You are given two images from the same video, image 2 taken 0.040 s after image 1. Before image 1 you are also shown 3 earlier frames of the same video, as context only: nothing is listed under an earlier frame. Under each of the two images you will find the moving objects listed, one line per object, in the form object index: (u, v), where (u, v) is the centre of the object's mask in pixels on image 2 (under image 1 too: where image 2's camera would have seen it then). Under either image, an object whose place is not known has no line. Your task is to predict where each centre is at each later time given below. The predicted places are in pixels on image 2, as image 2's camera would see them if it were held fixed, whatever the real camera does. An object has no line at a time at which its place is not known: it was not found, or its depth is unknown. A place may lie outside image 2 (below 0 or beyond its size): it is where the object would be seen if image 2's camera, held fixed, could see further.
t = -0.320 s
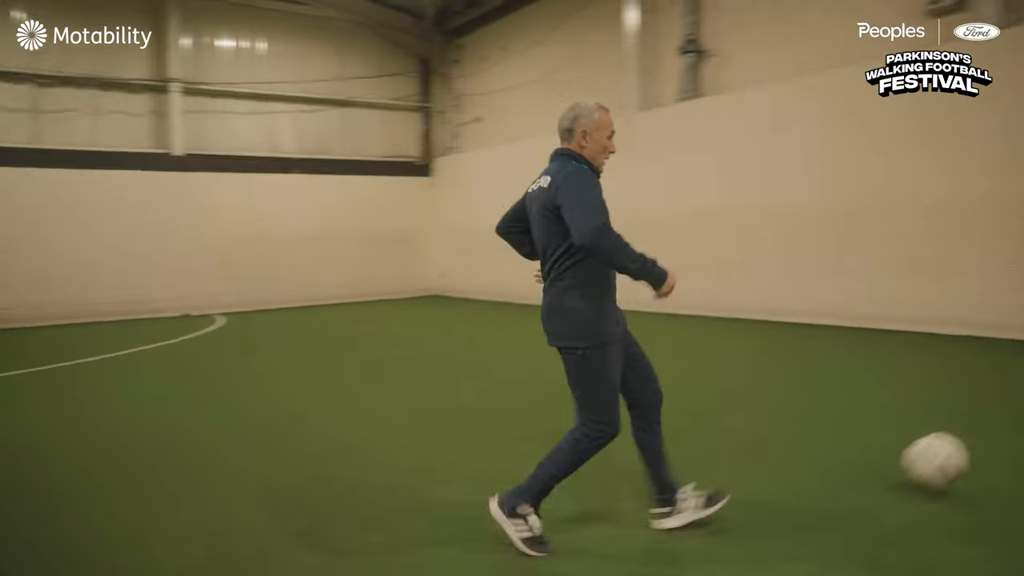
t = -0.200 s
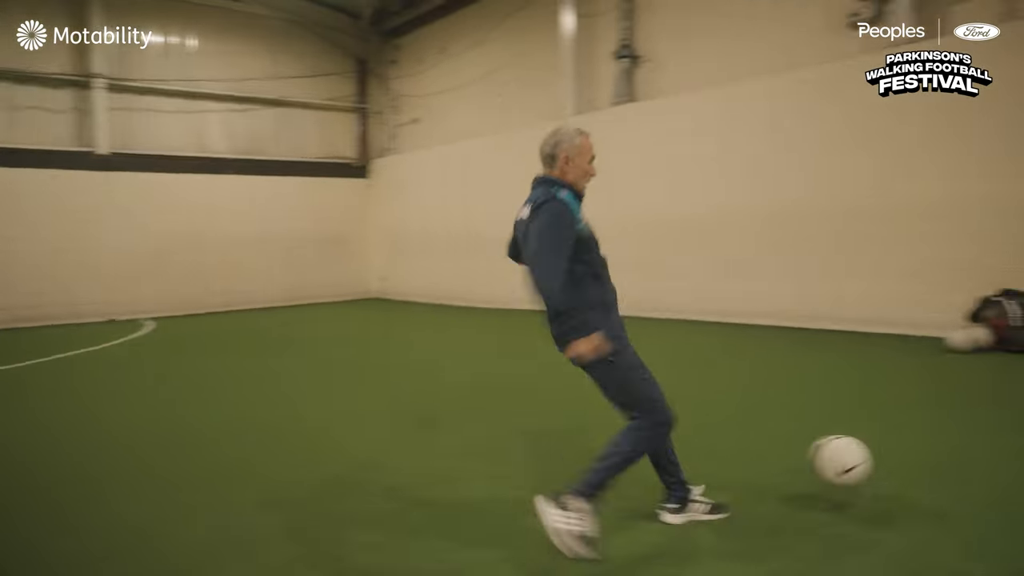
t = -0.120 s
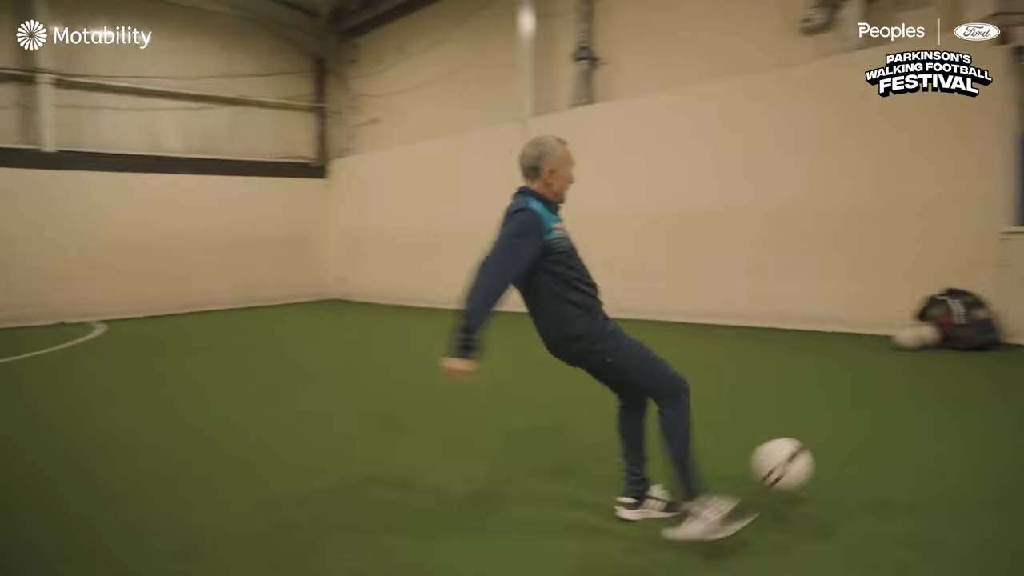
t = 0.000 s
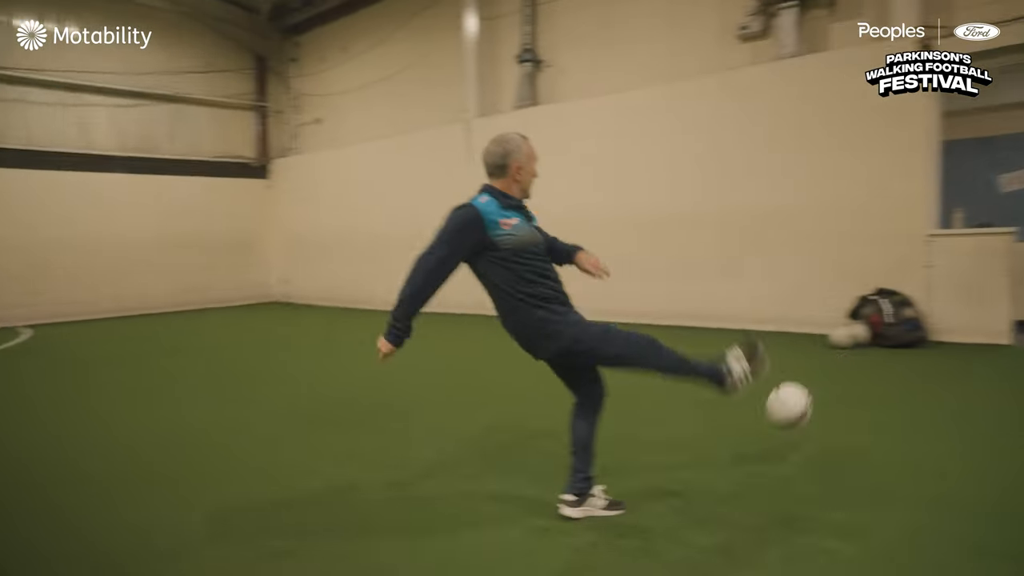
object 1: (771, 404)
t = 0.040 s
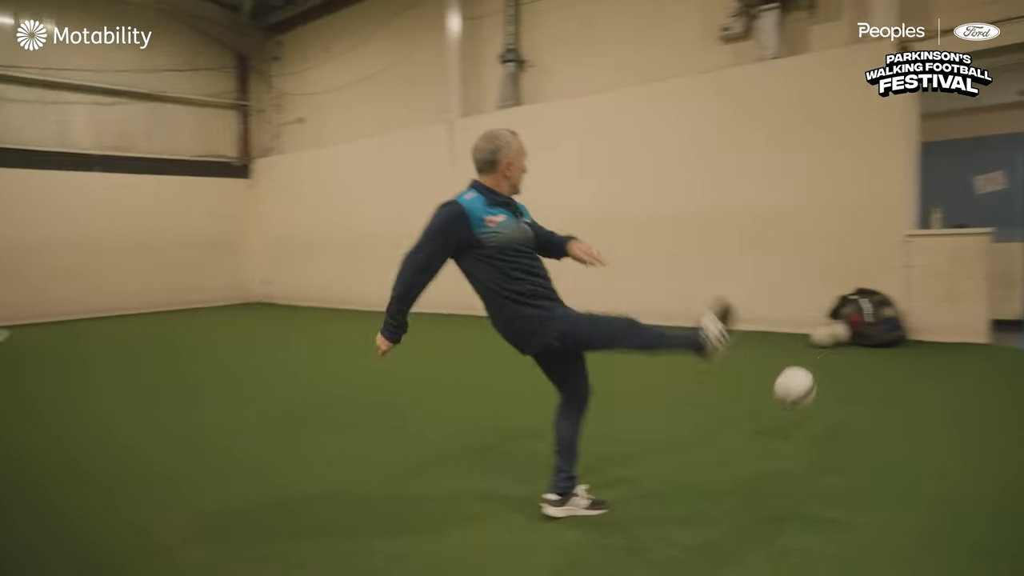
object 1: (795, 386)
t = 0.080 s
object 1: (815, 375)
